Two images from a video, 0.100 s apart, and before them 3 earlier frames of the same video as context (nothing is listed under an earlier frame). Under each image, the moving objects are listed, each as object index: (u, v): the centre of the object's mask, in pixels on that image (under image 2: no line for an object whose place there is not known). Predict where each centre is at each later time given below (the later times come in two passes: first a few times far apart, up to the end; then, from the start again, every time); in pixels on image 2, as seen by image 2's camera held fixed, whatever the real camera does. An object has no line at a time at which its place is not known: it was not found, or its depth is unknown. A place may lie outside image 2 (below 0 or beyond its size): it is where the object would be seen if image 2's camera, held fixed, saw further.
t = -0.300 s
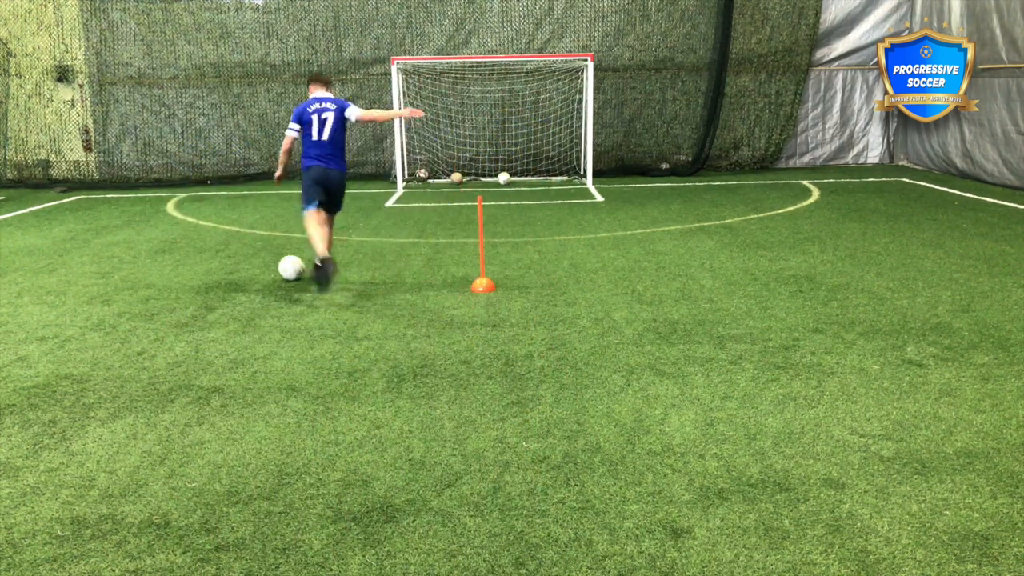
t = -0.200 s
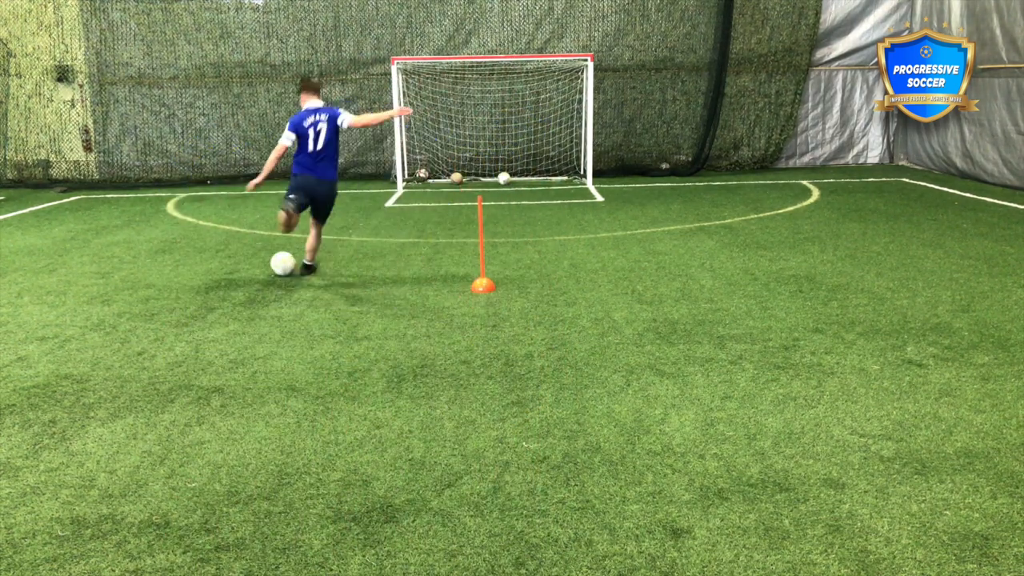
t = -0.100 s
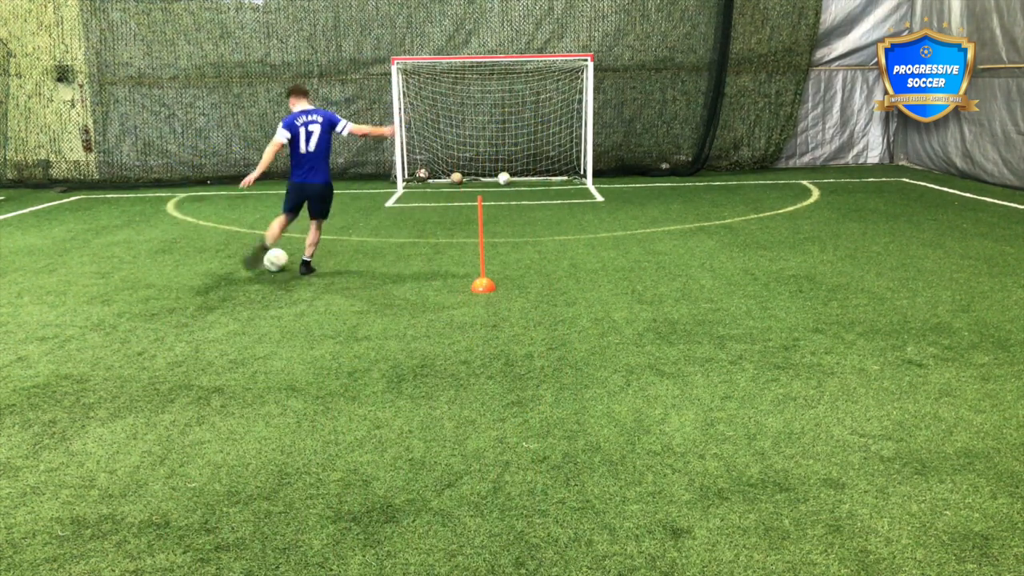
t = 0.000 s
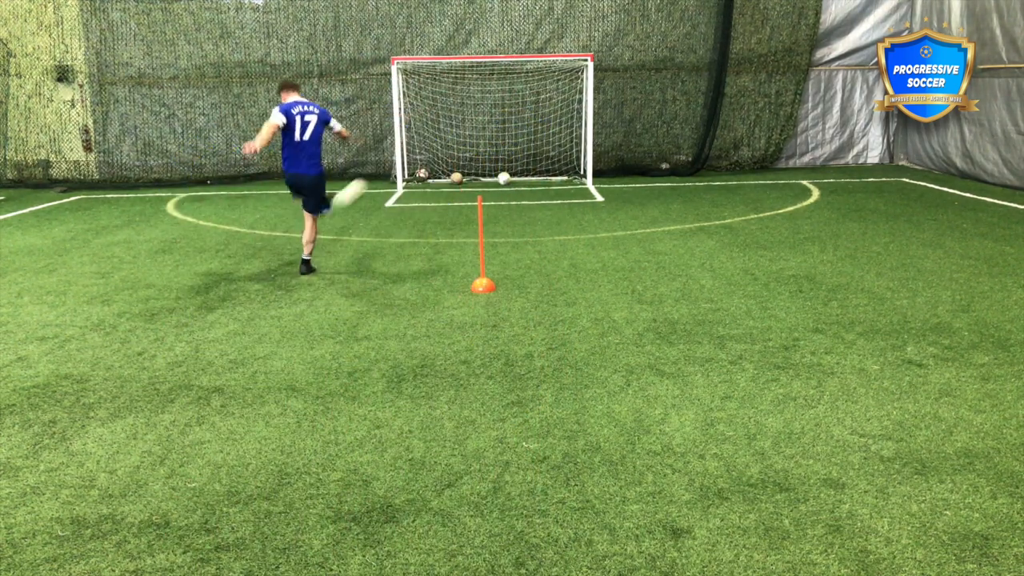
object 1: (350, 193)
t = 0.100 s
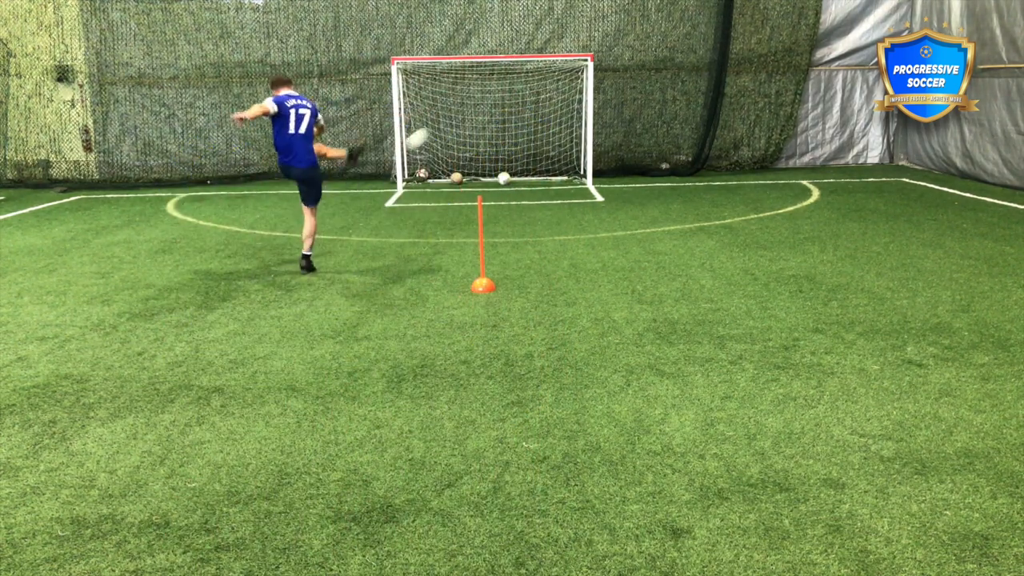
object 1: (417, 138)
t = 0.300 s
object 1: (490, 80)
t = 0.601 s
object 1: (503, 156)
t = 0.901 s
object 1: (506, 138)
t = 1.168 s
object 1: (508, 150)
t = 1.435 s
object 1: (512, 170)
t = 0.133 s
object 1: (434, 125)
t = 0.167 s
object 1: (449, 114)
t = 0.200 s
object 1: (463, 104)
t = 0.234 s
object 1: (474, 95)
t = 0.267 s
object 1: (484, 87)
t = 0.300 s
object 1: (490, 80)
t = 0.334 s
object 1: (492, 79)
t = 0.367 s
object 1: (494, 83)
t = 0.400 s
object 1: (495, 91)
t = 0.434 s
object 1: (497, 100)
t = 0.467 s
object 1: (498, 110)
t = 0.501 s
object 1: (499, 120)
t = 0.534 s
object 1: (500, 132)
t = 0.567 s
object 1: (501, 143)
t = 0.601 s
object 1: (503, 156)
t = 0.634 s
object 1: (503, 167)
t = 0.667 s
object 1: (504, 169)
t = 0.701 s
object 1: (504, 162)
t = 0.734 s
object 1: (505, 154)
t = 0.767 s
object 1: (505, 150)
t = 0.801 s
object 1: (505, 145)
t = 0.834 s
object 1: (505, 142)
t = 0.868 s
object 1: (505, 140)
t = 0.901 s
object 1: (506, 138)
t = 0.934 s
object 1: (506, 138)
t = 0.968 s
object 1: (506, 137)
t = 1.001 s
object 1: (507, 138)
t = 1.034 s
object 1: (507, 139)
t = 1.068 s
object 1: (507, 140)
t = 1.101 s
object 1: (508, 143)
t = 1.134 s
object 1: (508, 146)
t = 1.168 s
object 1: (508, 150)
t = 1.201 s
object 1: (509, 154)
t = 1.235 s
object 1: (509, 159)
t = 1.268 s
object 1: (510, 166)
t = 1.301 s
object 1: (511, 171)
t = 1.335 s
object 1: (511, 179)
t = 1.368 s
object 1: (511, 178)
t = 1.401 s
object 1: (512, 174)
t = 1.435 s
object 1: (512, 170)
